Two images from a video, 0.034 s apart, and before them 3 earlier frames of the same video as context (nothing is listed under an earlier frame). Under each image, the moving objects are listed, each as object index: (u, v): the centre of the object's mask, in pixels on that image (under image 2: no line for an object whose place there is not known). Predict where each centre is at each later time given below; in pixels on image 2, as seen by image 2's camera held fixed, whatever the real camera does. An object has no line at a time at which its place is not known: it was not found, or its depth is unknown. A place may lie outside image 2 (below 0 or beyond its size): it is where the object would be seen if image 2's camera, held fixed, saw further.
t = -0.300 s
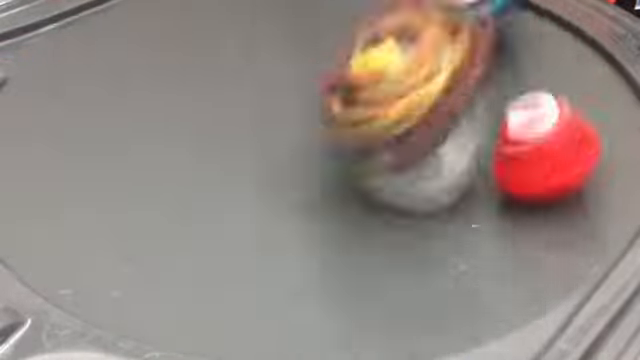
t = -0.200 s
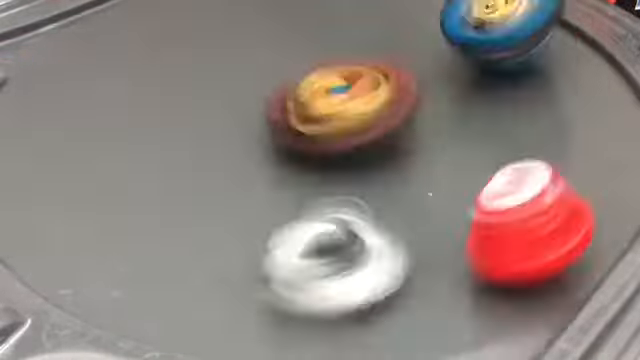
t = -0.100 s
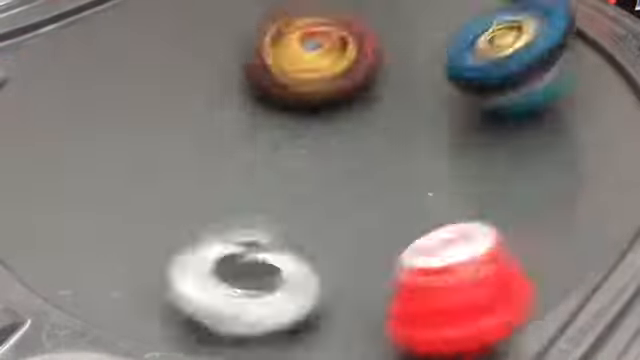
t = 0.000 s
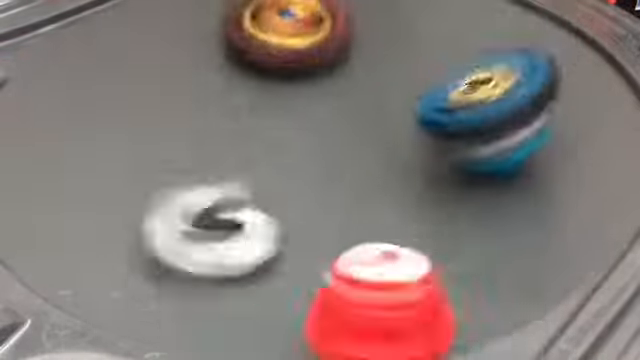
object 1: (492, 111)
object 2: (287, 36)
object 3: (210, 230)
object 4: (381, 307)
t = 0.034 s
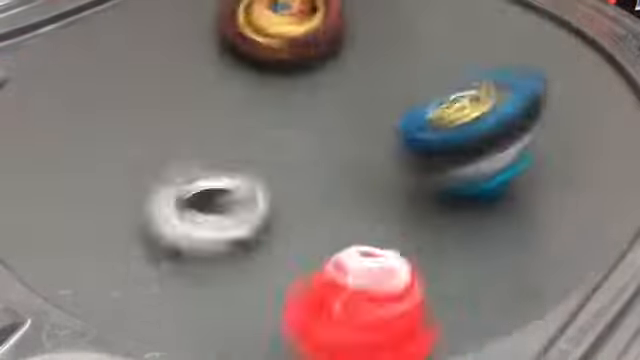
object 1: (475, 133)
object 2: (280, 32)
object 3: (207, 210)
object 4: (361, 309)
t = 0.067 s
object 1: (452, 154)
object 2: (275, 31)
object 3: (209, 194)
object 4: (338, 306)
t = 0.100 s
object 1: (429, 172)
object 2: (273, 31)
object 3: (208, 164)
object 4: (308, 303)
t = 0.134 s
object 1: (398, 192)
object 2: (271, 32)
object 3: (211, 144)
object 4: (293, 297)
